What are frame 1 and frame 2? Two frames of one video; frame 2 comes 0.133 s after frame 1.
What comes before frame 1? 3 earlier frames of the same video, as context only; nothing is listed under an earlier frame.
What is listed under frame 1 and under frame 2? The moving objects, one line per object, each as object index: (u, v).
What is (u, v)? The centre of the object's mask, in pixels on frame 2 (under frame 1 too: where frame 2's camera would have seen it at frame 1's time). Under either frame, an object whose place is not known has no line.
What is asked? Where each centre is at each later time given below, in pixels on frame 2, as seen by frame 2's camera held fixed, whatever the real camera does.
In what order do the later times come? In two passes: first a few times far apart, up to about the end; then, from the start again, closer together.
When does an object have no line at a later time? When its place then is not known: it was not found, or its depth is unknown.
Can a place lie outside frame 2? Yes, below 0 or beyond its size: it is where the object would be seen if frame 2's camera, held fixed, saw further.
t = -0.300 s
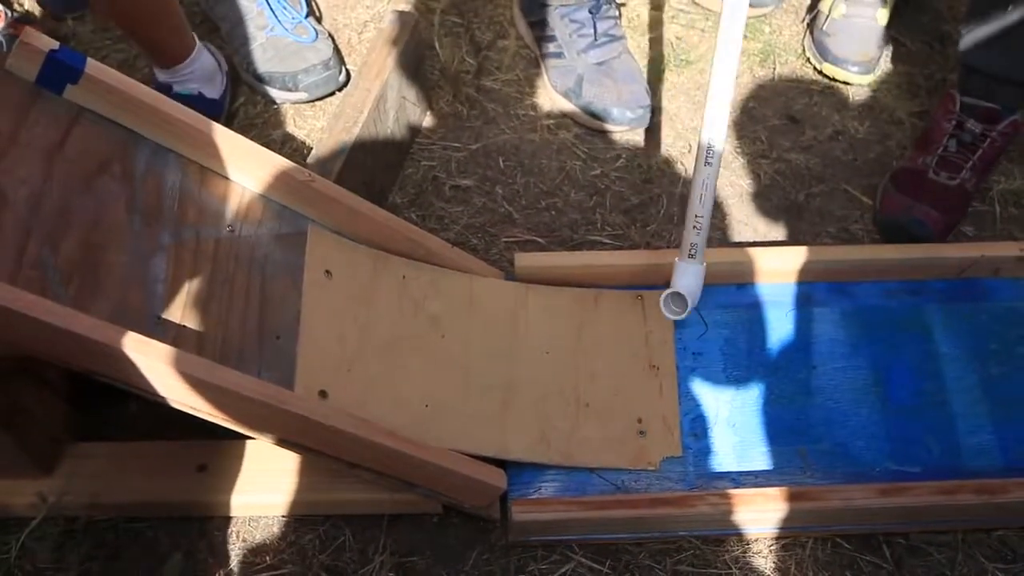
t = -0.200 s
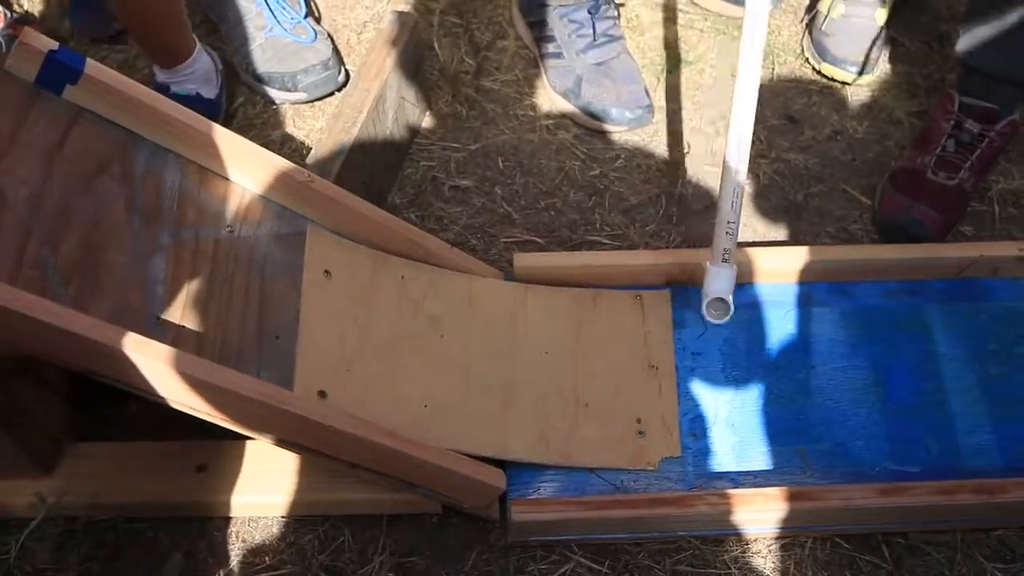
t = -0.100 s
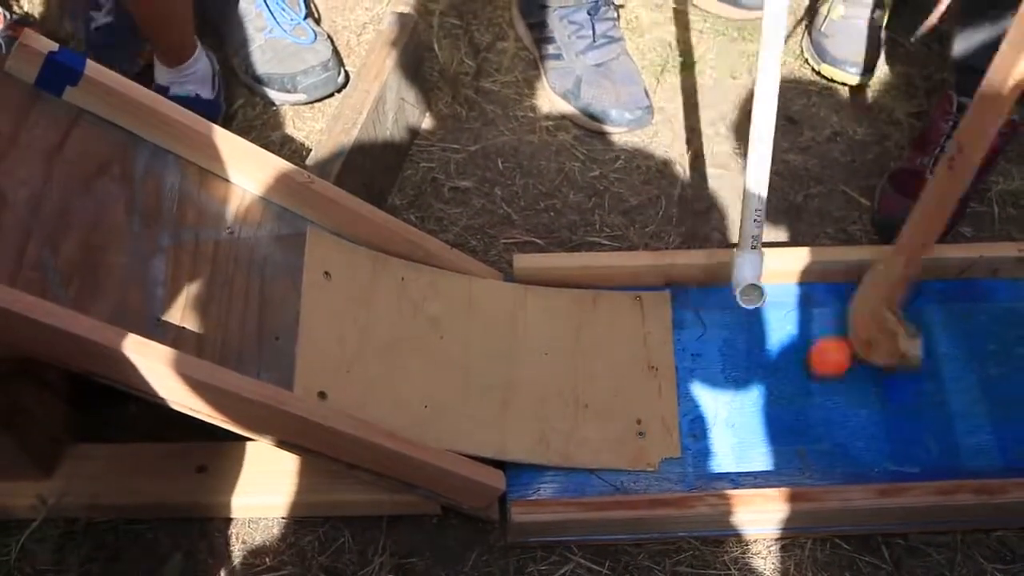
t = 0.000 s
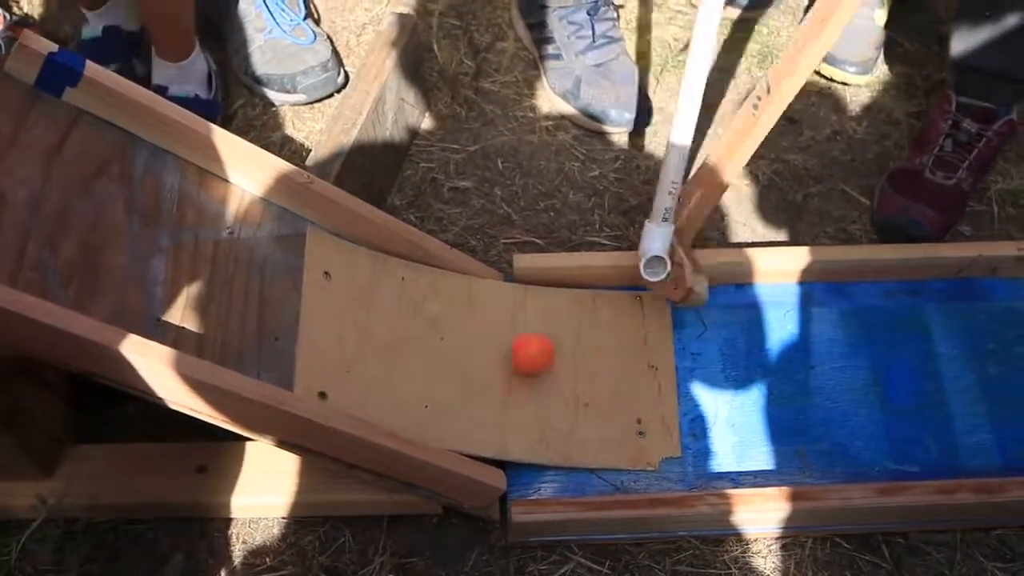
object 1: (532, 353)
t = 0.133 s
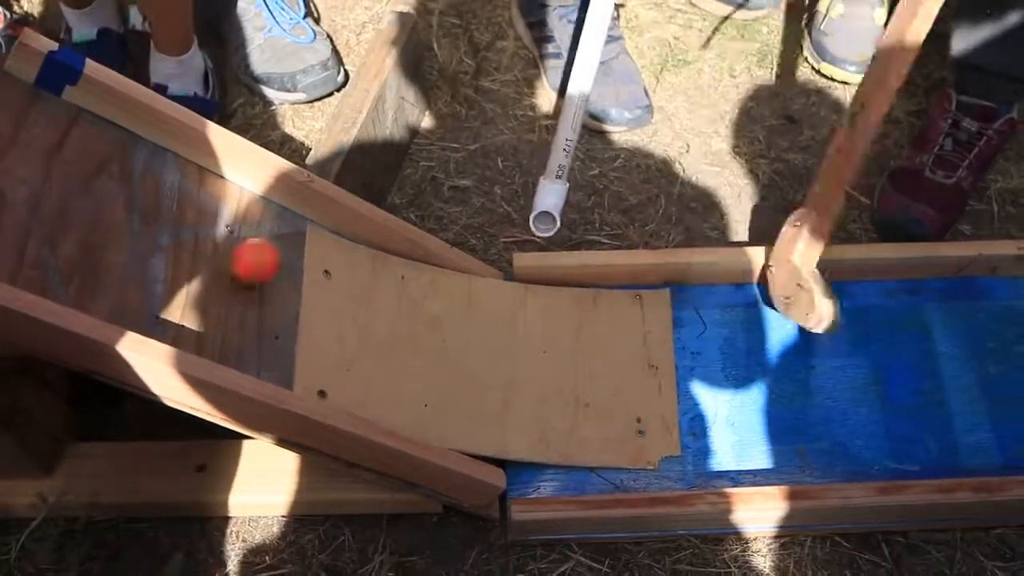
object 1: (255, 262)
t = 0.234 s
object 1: (82, 182)
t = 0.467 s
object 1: (37, 87)
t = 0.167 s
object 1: (194, 236)
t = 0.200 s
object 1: (138, 205)
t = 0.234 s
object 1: (82, 182)
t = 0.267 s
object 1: (27, 157)
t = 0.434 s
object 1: (15, 77)
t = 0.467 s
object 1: (37, 87)
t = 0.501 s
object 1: (68, 111)
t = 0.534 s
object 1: (99, 143)
